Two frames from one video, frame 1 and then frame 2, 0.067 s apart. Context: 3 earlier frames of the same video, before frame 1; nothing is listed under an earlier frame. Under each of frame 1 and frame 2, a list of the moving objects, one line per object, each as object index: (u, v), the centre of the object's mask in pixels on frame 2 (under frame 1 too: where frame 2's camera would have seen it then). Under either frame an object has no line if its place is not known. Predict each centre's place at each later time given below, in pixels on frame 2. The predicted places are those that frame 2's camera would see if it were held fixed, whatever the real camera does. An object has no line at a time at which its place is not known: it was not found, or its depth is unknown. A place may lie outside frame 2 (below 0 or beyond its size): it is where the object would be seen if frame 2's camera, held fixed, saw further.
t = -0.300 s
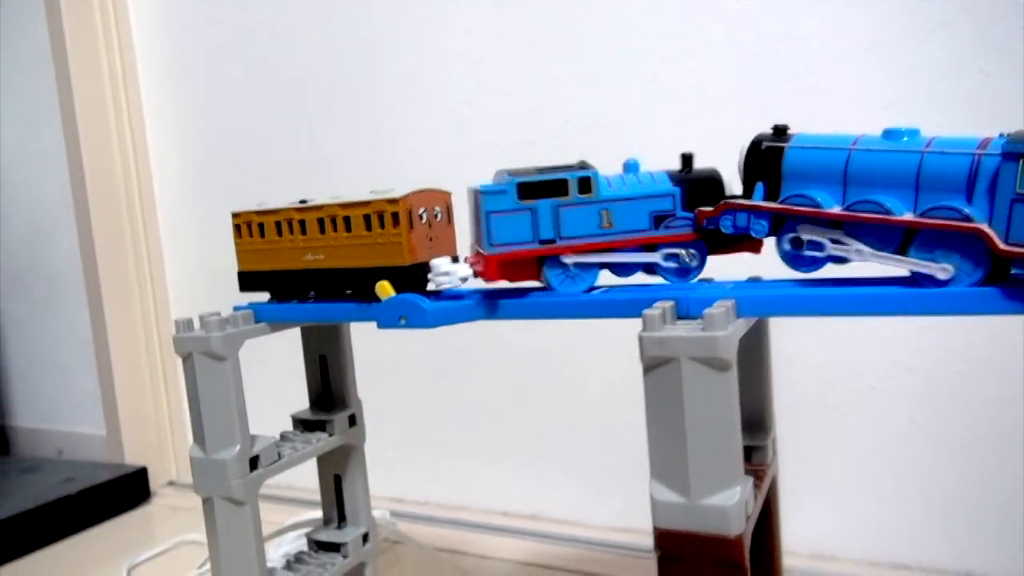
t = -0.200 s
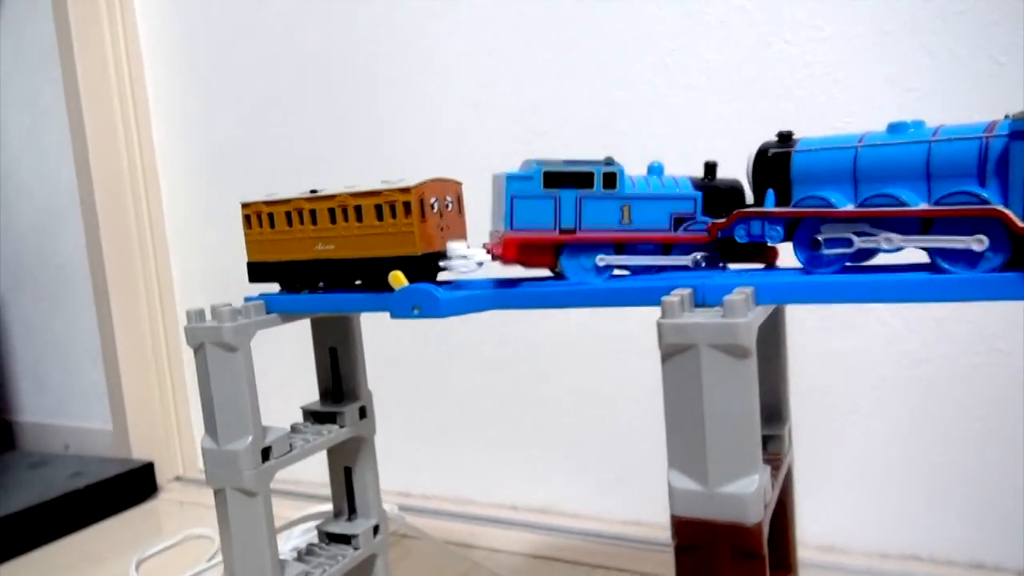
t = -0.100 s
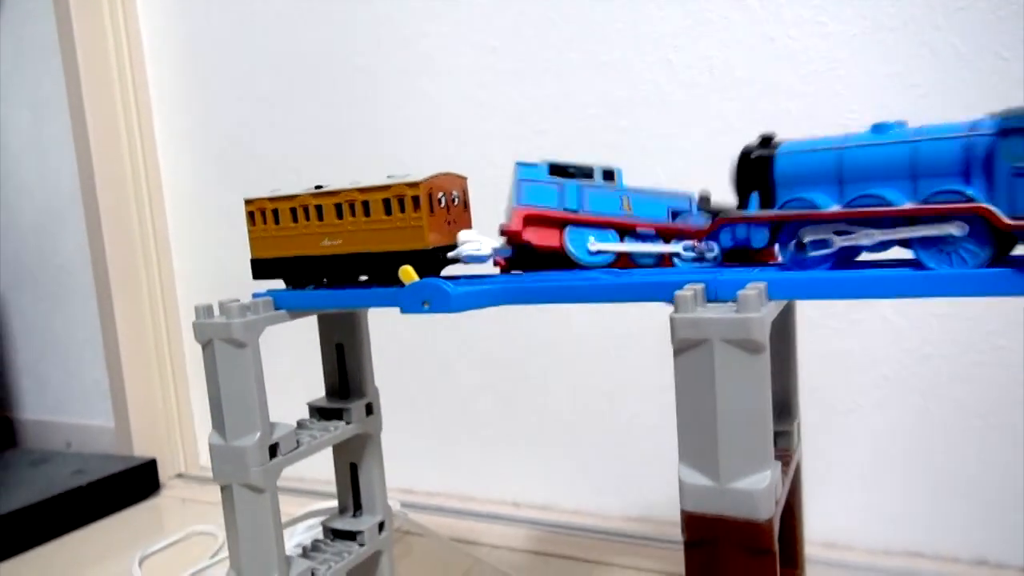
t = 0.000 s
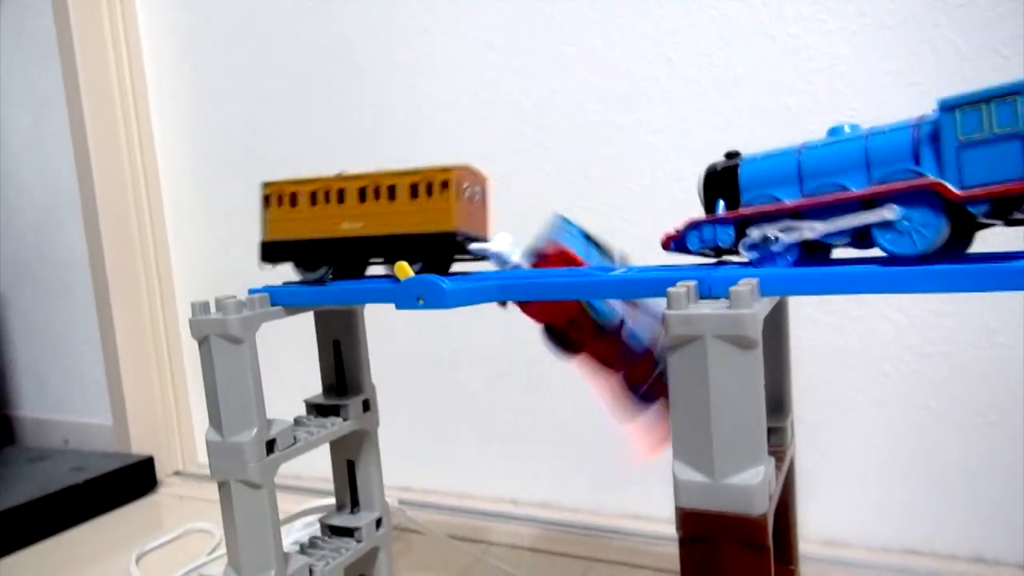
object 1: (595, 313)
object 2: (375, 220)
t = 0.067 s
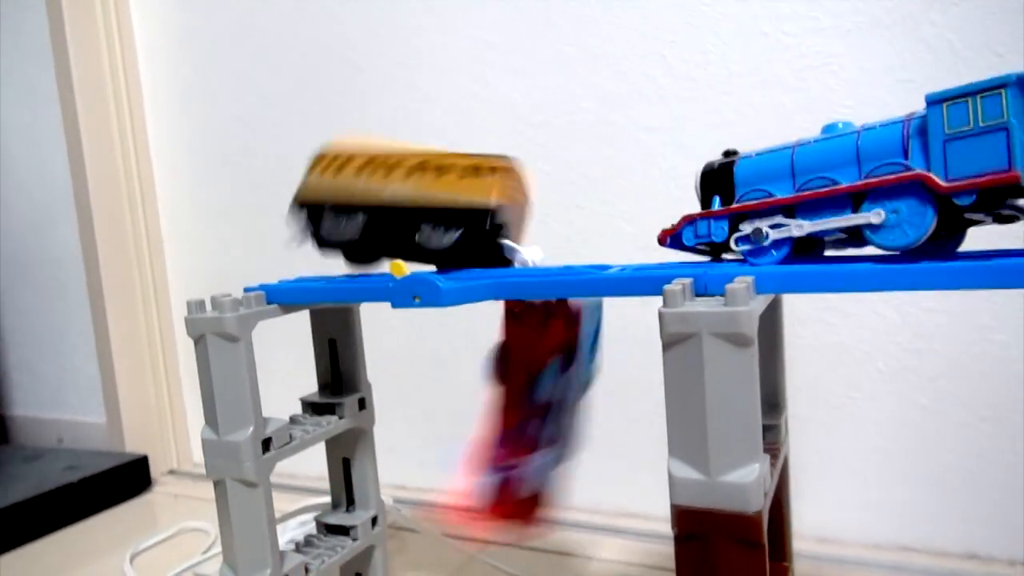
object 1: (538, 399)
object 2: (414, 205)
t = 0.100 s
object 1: (482, 439)
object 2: (434, 199)
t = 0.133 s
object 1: (436, 475)
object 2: (454, 196)
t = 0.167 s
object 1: (410, 509)
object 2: (494, 266)
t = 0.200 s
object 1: (406, 537)
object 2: (510, 371)
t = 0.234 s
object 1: (390, 562)
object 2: (537, 446)
